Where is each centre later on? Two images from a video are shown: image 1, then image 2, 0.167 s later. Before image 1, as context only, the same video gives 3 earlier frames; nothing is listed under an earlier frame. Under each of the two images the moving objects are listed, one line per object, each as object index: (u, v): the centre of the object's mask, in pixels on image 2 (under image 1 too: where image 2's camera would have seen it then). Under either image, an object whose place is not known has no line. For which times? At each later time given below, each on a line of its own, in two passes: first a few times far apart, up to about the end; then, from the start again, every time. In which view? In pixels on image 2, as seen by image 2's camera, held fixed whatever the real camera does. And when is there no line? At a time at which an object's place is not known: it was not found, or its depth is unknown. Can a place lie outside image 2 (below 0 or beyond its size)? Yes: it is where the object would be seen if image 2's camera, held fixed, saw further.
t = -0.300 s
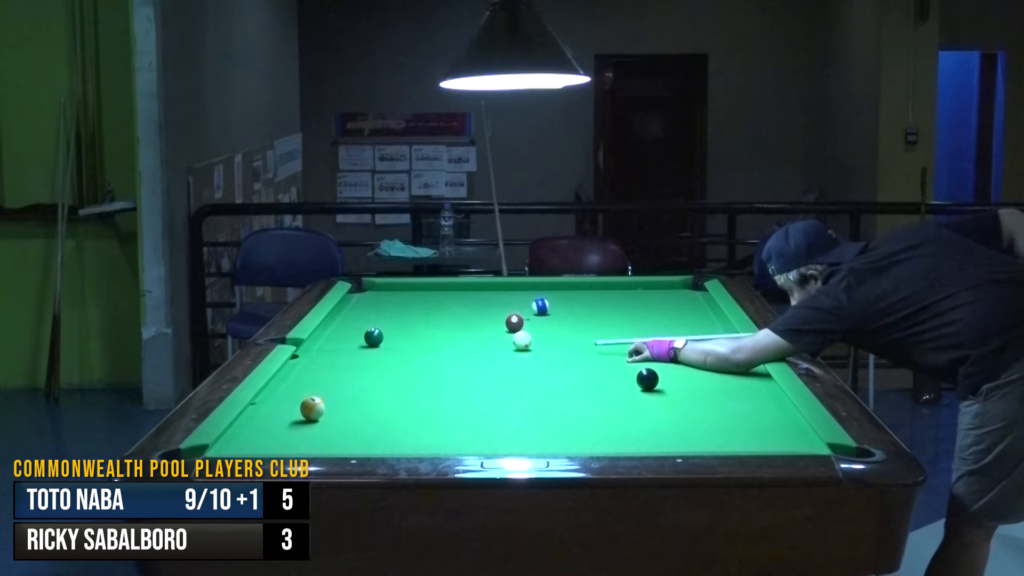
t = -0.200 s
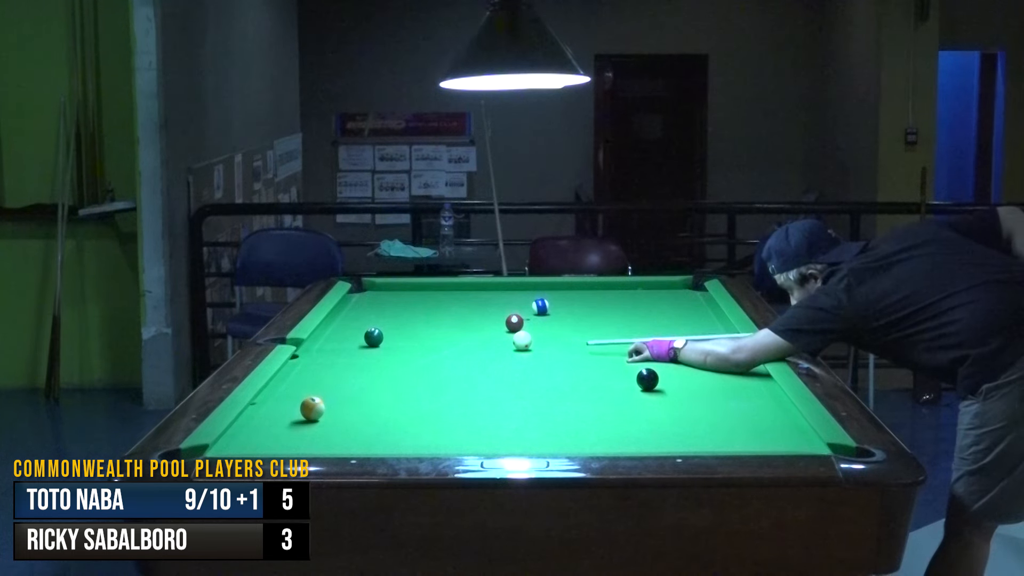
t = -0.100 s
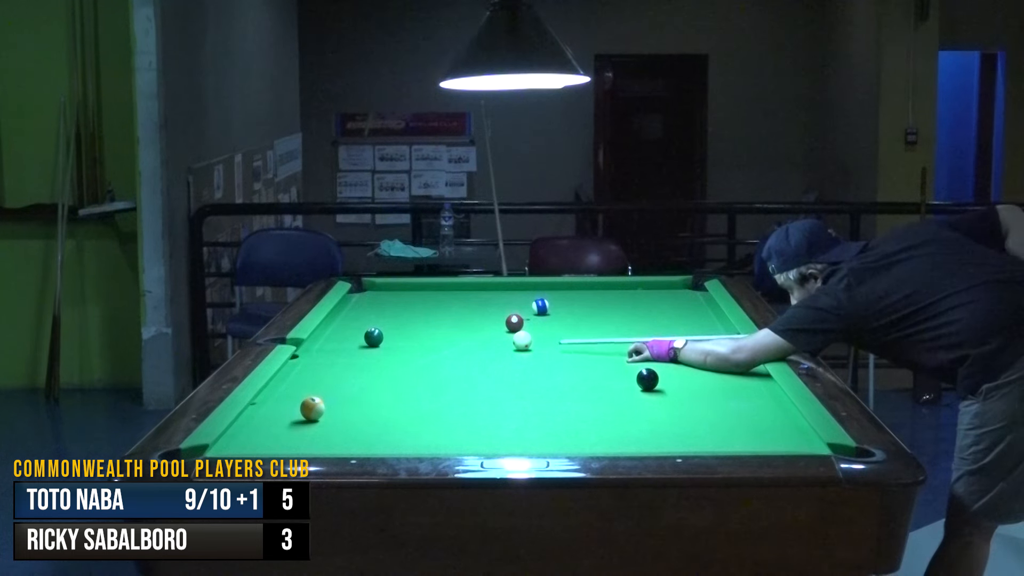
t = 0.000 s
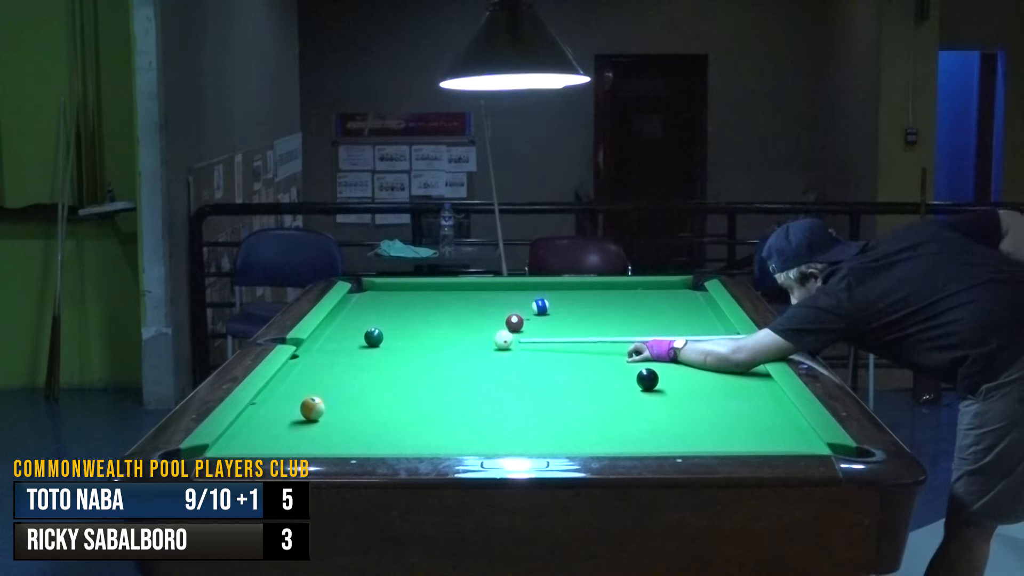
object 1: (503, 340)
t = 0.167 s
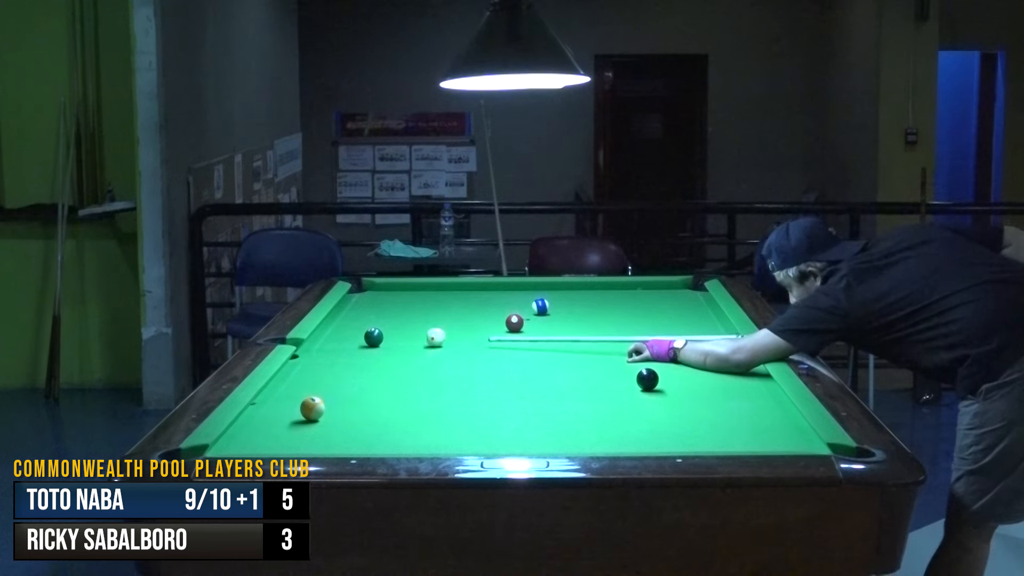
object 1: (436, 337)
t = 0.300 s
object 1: (393, 335)
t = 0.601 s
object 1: (349, 327)
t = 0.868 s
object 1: (343, 319)
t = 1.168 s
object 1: (374, 312)
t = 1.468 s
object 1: (401, 304)
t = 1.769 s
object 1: (425, 298)
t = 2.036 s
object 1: (445, 293)
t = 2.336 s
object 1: (465, 288)
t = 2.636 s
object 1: (482, 286)
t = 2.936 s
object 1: (497, 289)
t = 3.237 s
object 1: (511, 291)
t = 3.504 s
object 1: (523, 293)
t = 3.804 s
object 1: (534, 294)
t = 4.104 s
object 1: (546, 296)
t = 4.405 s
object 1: (554, 299)
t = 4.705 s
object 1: (562, 301)
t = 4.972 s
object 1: (568, 302)
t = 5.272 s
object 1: (573, 304)
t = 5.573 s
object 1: (578, 305)
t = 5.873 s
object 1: (580, 306)
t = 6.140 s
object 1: (583, 306)
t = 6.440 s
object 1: (584, 306)
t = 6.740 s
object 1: (585, 306)
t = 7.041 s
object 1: (585, 306)
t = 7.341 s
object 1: (585, 306)
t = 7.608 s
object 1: (585, 306)
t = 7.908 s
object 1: (585, 306)
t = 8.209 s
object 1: (585, 306)
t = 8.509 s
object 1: (585, 306)
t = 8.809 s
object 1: (585, 306)
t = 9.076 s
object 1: (585, 306)
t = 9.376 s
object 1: (585, 306)
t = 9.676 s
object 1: (585, 306)
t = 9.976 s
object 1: (585, 306)
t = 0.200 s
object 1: (425, 336)
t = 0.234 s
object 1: (414, 336)
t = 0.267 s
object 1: (403, 336)
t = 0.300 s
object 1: (393, 335)
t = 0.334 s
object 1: (388, 334)
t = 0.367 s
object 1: (383, 333)
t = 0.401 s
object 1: (378, 332)
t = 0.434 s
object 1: (373, 332)
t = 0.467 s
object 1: (368, 330)
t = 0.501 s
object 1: (363, 329)
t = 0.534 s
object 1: (358, 329)
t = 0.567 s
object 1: (353, 328)
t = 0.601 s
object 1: (349, 327)
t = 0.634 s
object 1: (344, 326)
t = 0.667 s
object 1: (339, 325)
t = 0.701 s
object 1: (335, 324)
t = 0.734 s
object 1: (330, 323)
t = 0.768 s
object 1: (332, 322)
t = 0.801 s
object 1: (336, 321)
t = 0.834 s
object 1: (339, 320)
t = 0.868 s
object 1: (343, 319)
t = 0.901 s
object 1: (347, 318)
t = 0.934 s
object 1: (350, 317)
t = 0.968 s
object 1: (354, 316)
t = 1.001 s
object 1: (357, 316)
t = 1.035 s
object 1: (360, 315)
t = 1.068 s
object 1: (364, 314)
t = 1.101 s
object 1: (367, 313)
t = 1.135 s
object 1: (370, 312)
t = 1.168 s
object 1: (374, 312)
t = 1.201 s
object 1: (377, 311)
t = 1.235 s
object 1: (380, 310)
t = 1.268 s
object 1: (383, 309)
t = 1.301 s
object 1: (386, 308)
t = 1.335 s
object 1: (389, 308)
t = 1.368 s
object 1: (392, 307)
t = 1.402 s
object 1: (395, 306)
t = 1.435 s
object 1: (398, 305)
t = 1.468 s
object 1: (401, 304)
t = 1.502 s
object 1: (404, 304)
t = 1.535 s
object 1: (406, 303)
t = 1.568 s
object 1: (409, 302)
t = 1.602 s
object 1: (412, 301)
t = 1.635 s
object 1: (414, 301)
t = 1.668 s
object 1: (417, 300)
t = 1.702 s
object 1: (420, 300)
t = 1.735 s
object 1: (423, 299)
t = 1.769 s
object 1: (425, 298)
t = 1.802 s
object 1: (428, 298)
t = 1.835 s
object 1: (430, 297)
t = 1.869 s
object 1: (433, 296)
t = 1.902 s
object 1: (435, 295)
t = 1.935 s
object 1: (438, 295)
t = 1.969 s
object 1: (440, 294)
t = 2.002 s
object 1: (442, 294)
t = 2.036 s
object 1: (445, 293)
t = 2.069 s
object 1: (447, 293)
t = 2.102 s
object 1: (449, 292)
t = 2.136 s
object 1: (452, 291)
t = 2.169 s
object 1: (454, 291)
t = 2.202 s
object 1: (456, 290)
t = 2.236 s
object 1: (458, 290)
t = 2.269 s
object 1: (461, 289)
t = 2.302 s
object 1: (463, 289)
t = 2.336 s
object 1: (465, 288)
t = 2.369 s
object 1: (467, 288)
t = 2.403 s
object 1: (469, 287)
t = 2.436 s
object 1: (471, 286)
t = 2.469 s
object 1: (473, 286)
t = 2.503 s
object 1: (475, 286)
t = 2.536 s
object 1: (477, 285)
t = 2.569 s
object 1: (479, 285)
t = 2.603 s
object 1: (481, 285)
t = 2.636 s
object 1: (482, 286)
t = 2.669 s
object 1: (484, 286)
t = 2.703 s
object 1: (486, 286)
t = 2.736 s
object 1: (488, 287)
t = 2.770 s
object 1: (489, 287)
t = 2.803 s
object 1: (491, 287)
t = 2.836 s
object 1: (492, 288)
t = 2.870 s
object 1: (494, 288)
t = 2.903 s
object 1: (496, 288)
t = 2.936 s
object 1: (497, 289)
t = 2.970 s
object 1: (499, 289)
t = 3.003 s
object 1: (500, 289)
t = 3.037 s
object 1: (502, 289)
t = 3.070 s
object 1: (503, 290)
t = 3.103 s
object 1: (505, 290)
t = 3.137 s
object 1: (506, 290)
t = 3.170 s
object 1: (508, 290)
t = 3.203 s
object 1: (510, 291)
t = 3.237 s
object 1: (511, 291)
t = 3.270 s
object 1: (513, 291)
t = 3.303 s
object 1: (514, 291)
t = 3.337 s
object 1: (515, 292)
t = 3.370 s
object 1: (517, 292)
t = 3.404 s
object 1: (519, 292)
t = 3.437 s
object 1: (520, 293)
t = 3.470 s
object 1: (521, 293)
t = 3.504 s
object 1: (523, 293)
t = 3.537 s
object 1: (524, 293)
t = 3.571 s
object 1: (525, 293)
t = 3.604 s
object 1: (526, 294)
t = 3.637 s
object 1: (528, 294)
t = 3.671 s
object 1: (529, 294)
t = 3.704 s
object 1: (530, 294)
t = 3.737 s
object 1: (531, 294)
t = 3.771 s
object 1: (532, 295)
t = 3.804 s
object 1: (534, 294)
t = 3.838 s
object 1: (534, 294)
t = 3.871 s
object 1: (536, 294)
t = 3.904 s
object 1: (537, 294)
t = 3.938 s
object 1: (539, 294)
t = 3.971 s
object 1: (540, 294)
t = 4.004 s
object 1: (541, 294)
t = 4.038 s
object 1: (543, 295)
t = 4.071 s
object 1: (544, 295)
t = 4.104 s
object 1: (546, 296)
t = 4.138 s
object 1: (547, 296)
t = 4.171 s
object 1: (548, 297)
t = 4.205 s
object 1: (549, 297)
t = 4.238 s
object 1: (550, 297)
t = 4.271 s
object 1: (551, 298)
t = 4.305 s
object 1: (551, 298)
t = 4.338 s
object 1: (552, 298)
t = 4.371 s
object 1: (553, 299)
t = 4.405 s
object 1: (554, 299)
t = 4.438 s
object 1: (555, 299)
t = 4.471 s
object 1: (556, 300)
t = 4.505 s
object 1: (557, 300)
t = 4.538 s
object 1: (557, 300)
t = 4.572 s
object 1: (558, 300)
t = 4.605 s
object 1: (559, 301)
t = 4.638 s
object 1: (560, 301)
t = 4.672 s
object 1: (561, 301)
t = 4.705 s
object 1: (562, 301)
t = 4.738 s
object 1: (563, 301)
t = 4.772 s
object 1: (563, 301)
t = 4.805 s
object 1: (564, 302)
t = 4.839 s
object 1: (565, 302)
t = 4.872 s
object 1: (566, 302)
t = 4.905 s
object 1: (566, 302)
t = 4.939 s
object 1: (567, 302)
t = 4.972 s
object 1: (568, 302)
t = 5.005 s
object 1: (569, 303)
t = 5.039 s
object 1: (569, 303)
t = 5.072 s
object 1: (570, 303)
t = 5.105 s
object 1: (571, 303)
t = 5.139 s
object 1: (571, 303)
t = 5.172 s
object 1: (572, 303)
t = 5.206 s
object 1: (572, 304)
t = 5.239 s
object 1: (573, 304)
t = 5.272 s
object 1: (573, 304)
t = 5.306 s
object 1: (574, 304)
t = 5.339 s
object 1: (574, 304)
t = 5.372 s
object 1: (575, 304)
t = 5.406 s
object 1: (576, 304)
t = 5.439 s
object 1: (576, 304)
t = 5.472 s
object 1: (576, 305)
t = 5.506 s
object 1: (577, 305)
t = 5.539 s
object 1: (577, 305)
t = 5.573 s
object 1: (578, 305)
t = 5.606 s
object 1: (578, 305)
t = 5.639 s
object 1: (579, 305)
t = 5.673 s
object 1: (579, 305)
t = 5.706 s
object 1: (579, 305)
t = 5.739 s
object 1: (579, 305)
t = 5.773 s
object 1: (580, 305)
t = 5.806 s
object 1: (580, 306)
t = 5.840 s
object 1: (581, 306)
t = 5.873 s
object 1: (580, 306)
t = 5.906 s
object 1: (581, 306)
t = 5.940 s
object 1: (581, 306)
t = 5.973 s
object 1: (582, 306)
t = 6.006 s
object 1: (582, 306)
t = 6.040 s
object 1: (582, 306)
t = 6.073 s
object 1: (582, 306)
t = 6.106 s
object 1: (583, 306)
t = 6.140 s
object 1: (583, 306)
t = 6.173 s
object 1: (583, 306)
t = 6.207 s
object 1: (583, 306)
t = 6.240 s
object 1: (583, 306)
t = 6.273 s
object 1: (583, 306)
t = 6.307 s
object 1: (584, 306)
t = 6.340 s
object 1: (584, 306)
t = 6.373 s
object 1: (584, 306)
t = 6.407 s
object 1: (584, 306)
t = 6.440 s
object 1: (584, 306)
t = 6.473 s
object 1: (584, 306)
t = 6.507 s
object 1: (585, 306)
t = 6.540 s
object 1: (585, 306)
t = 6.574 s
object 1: (585, 306)
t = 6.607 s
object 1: (585, 306)
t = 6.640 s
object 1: (585, 306)
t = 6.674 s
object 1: (585, 306)
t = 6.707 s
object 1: (585, 306)
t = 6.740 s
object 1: (585, 306)
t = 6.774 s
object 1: (585, 306)
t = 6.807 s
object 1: (585, 306)
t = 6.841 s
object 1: (585, 306)
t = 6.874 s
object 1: (585, 306)
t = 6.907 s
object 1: (585, 306)
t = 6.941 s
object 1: (585, 306)
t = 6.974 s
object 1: (585, 306)
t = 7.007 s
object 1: (585, 306)
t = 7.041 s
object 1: (585, 306)
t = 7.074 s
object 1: (585, 306)
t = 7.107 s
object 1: (585, 306)
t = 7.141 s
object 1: (585, 306)
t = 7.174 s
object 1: (585, 306)
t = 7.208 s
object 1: (585, 306)
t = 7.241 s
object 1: (585, 306)
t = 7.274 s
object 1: (585, 306)
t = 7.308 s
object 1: (585, 306)
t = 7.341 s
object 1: (585, 306)
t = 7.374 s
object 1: (585, 306)
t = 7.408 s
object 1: (585, 306)
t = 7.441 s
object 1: (585, 306)
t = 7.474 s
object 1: (585, 306)
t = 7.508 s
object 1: (585, 306)
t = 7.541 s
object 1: (585, 306)
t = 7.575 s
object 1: (585, 306)
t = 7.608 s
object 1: (585, 306)
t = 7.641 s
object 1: (585, 306)
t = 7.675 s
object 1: (585, 306)
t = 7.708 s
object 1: (585, 306)
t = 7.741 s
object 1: (585, 306)
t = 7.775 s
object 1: (585, 306)
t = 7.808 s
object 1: (585, 306)
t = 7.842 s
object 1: (585, 306)
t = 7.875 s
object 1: (585, 306)
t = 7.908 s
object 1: (585, 306)
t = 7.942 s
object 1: (585, 306)
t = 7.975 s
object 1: (585, 306)
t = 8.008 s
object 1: (585, 306)
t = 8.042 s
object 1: (585, 306)
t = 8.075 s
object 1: (585, 306)
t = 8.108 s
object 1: (585, 306)
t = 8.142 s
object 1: (585, 306)
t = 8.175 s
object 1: (585, 306)
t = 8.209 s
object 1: (585, 306)
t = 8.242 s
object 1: (585, 306)
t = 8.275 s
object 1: (585, 306)
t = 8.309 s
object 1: (585, 306)
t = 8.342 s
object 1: (585, 306)
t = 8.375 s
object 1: (585, 306)
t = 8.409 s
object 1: (585, 306)
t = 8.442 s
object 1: (585, 306)
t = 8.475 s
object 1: (585, 306)
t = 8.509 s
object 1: (585, 306)
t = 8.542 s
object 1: (585, 306)
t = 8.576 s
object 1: (585, 306)
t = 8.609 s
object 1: (585, 306)
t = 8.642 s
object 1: (585, 306)
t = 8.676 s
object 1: (585, 306)
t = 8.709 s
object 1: (585, 306)
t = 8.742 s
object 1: (585, 306)
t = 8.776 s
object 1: (585, 306)
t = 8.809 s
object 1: (585, 306)
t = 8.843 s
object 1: (585, 306)
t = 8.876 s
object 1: (585, 306)
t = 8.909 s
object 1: (585, 306)
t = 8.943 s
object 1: (585, 306)
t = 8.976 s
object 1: (585, 306)
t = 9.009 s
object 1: (585, 306)
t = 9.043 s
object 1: (585, 306)
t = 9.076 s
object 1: (585, 306)
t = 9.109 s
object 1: (585, 306)
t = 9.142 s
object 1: (585, 306)
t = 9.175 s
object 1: (585, 306)
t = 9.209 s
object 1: (585, 306)
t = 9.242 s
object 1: (585, 306)
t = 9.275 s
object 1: (585, 306)
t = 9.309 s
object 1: (585, 306)
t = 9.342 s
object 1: (585, 306)
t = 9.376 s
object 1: (585, 306)
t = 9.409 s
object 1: (585, 306)
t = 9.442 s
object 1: (585, 306)
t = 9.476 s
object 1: (585, 306)
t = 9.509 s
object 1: (585, 306)
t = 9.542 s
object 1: (585, 306)
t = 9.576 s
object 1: (585, 306)
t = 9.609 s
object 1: (585, 306)
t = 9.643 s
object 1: (585, 306)
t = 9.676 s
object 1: (585, 306)
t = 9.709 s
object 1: (585, 306)
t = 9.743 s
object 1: (585, 306)
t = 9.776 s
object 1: (585, 306)
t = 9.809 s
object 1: (585, 306)
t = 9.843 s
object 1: (585, 306)
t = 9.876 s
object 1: (585, 306)
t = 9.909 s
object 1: (585, 306)
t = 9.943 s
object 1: (585, 306)
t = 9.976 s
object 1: (585, 306)
